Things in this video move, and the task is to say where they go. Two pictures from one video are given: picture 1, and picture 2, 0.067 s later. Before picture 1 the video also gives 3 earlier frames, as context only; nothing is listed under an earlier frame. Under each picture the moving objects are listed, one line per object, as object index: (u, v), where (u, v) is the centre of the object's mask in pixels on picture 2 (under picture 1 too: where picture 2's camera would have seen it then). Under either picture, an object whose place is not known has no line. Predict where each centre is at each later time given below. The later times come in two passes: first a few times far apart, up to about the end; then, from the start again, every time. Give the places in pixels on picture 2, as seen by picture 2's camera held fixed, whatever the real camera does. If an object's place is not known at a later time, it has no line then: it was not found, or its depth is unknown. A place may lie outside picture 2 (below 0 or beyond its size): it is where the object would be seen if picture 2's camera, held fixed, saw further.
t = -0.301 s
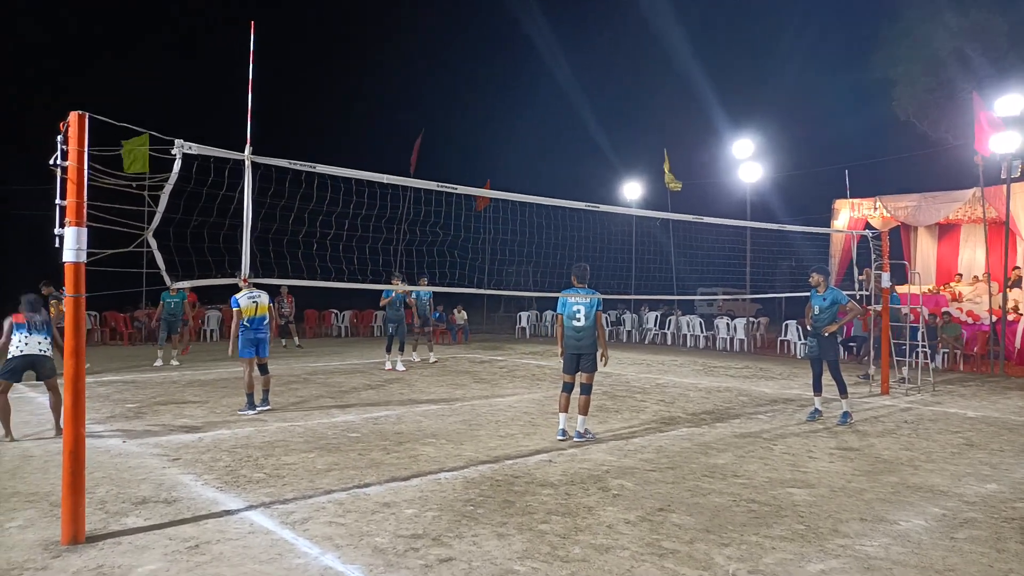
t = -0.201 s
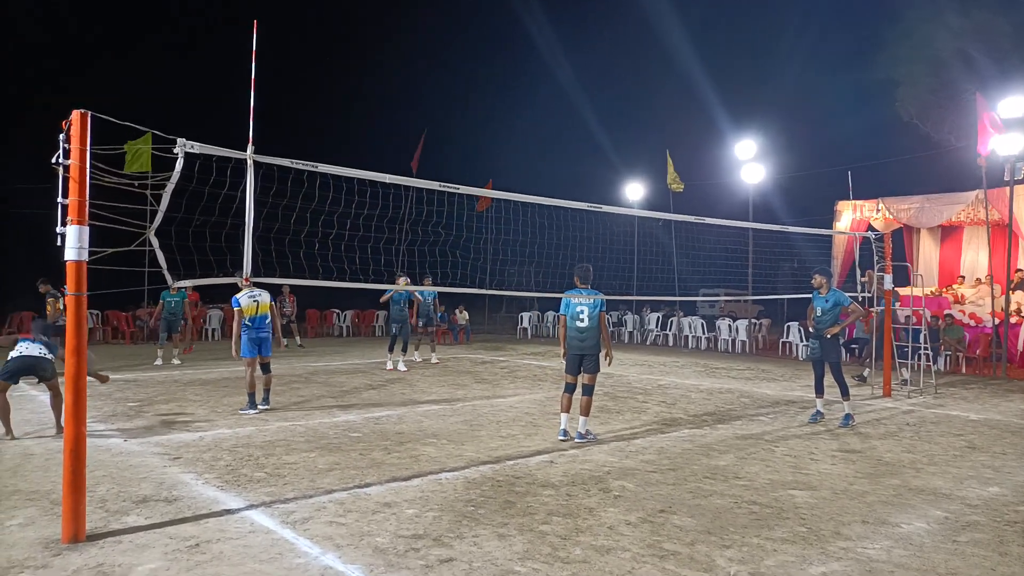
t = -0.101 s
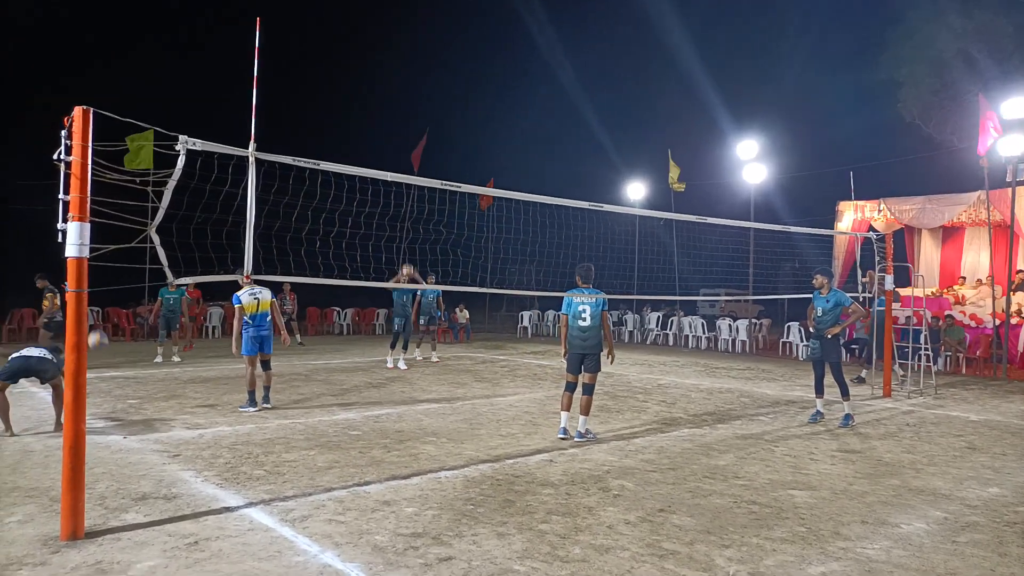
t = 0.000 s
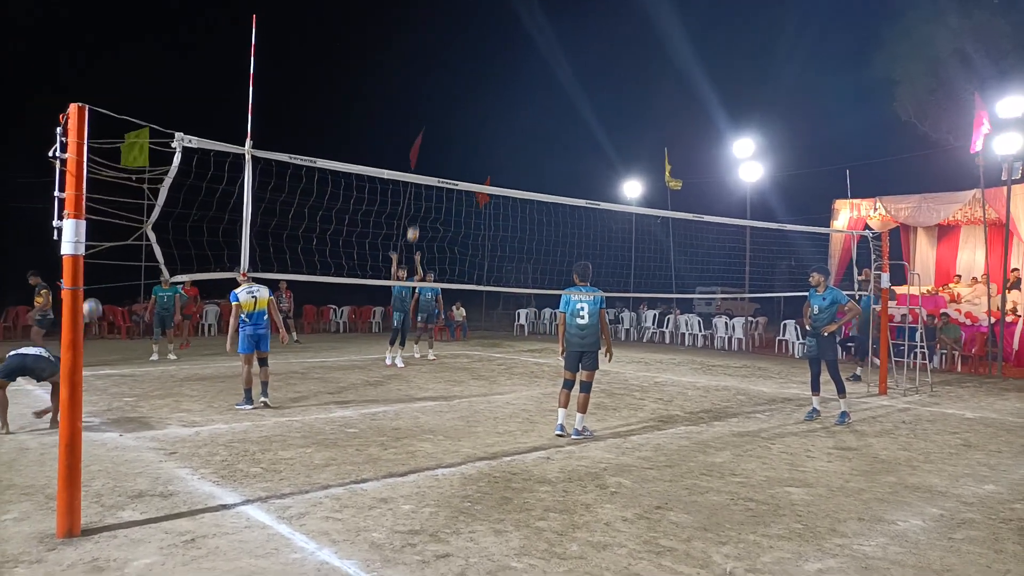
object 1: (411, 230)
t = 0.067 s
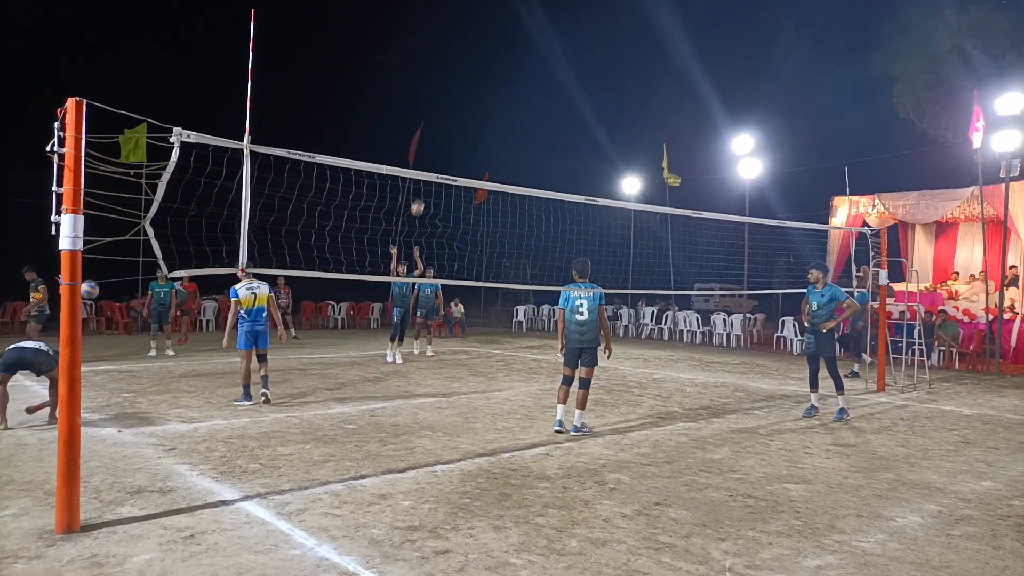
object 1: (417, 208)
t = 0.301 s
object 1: (441, 144)
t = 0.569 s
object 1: (470, 101)
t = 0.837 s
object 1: (504, 100)
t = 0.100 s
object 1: (420, 197)
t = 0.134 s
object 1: (424, 187)
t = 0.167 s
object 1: (427, 182)
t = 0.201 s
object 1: (431, 167)
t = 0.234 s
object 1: (434, 160)
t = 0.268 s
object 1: (438, 152)
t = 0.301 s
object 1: (441, 144)
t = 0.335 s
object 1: (444, 137)
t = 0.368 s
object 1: (448, 130)
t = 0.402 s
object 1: (451, 123)
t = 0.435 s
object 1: (455, 117)
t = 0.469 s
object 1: (459, 112)
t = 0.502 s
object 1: (462, 108)
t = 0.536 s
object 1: (466, 104)
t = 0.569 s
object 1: (470, 101)
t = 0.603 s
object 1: (474, 98)
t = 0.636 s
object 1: (478, 96)
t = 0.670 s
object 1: (482, 95)
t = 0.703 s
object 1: (487, 94)
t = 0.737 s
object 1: (491, 94)
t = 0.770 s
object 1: (495, 96)
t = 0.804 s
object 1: (500, 98)
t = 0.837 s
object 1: (504, 100)
